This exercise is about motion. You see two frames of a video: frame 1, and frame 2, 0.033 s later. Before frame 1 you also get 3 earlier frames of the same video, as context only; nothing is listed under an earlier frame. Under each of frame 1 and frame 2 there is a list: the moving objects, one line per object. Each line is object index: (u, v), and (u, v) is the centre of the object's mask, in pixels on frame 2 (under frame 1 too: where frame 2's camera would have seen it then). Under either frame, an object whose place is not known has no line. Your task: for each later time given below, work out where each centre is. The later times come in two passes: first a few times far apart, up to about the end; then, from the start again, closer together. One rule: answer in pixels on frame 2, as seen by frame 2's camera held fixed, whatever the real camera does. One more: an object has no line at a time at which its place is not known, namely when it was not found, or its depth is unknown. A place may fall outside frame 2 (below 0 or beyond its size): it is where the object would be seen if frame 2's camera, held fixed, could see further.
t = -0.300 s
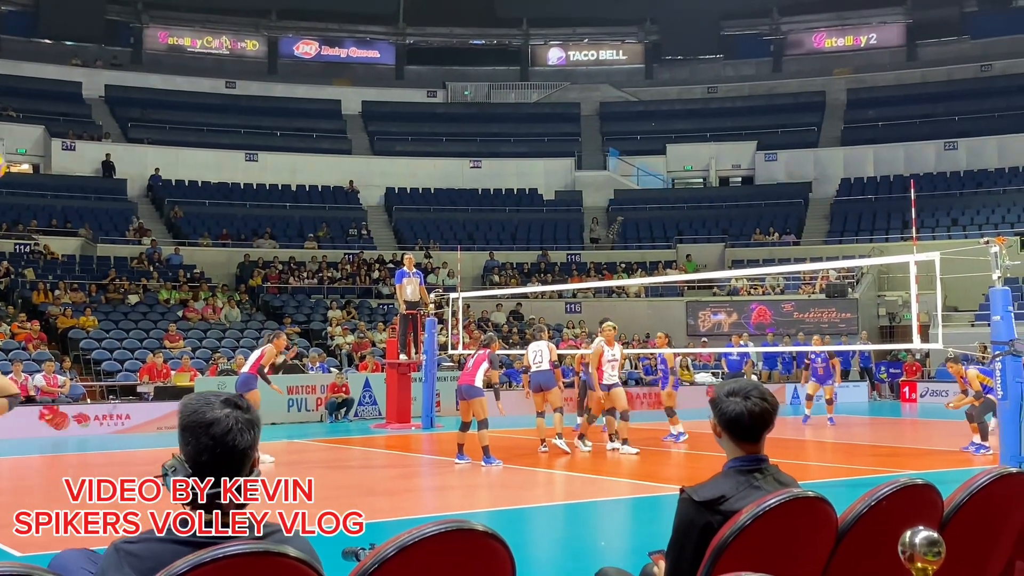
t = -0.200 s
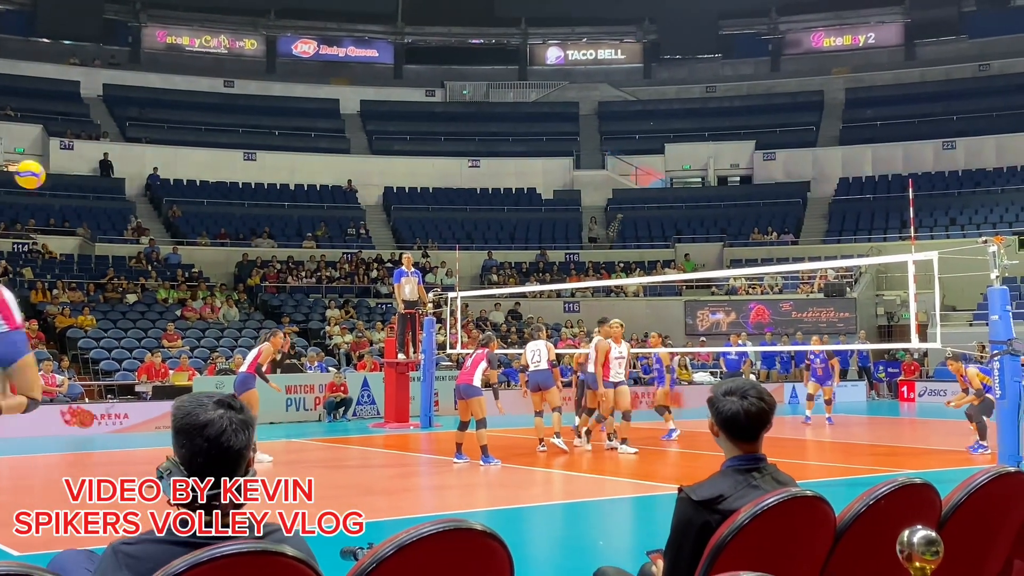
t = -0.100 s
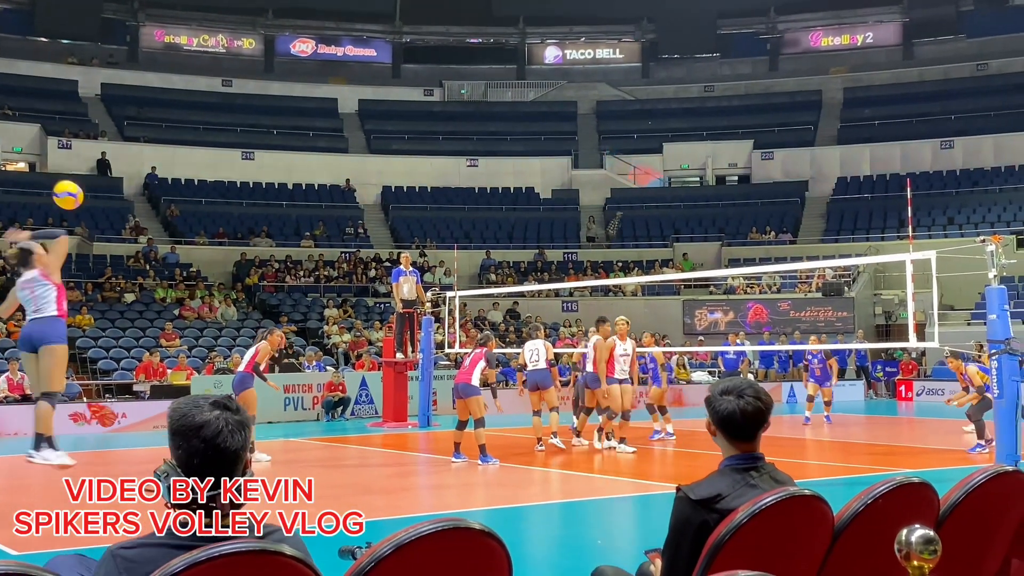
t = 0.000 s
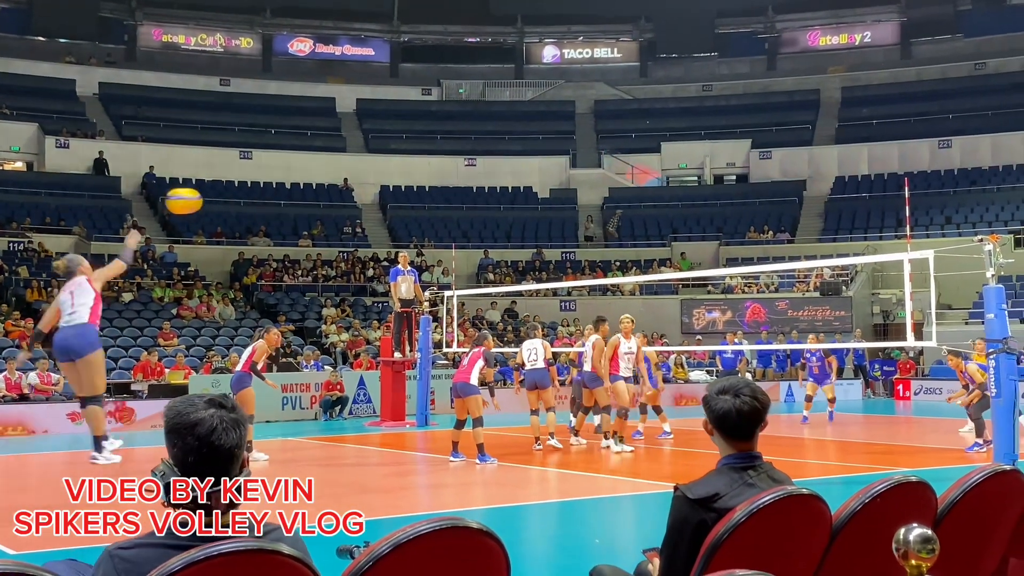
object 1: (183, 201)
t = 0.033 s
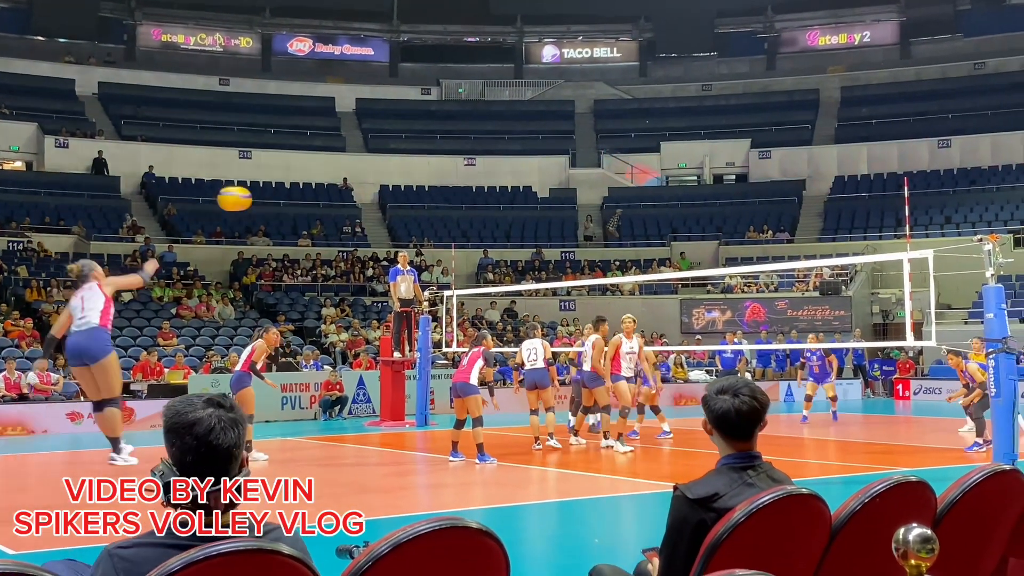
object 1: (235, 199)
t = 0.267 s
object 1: (490, 208)
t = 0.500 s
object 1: (641, 241)
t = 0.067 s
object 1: (281, 198)
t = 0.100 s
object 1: (324, 198)
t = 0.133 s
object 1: (364, 199)
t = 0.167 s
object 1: (399, 200)
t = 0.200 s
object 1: (431, 202)
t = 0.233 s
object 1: (461, 204)
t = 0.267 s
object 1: (490, 208)
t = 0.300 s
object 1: (516, 211)
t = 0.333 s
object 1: (541, 215)
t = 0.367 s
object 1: (563, 219)
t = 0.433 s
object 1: (605, 229)
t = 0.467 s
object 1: (624, 235)
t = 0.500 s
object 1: (641, 241)
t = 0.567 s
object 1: (672, 257)
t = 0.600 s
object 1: (685, 264)
